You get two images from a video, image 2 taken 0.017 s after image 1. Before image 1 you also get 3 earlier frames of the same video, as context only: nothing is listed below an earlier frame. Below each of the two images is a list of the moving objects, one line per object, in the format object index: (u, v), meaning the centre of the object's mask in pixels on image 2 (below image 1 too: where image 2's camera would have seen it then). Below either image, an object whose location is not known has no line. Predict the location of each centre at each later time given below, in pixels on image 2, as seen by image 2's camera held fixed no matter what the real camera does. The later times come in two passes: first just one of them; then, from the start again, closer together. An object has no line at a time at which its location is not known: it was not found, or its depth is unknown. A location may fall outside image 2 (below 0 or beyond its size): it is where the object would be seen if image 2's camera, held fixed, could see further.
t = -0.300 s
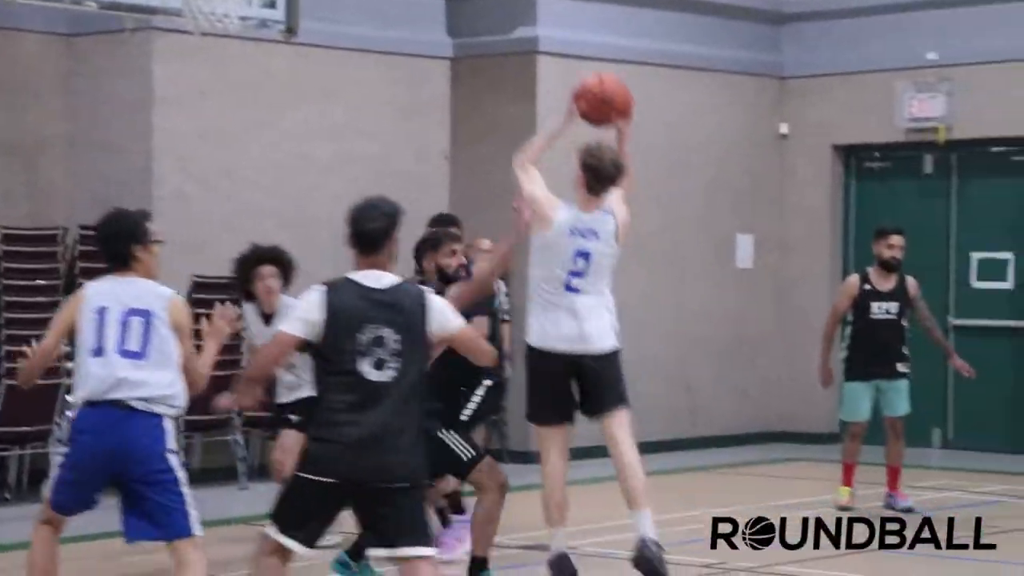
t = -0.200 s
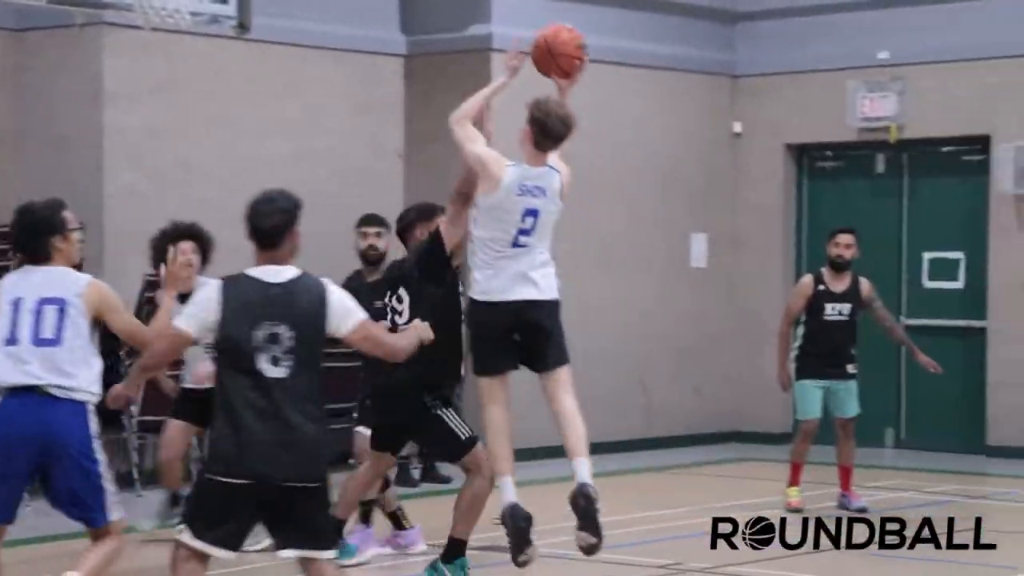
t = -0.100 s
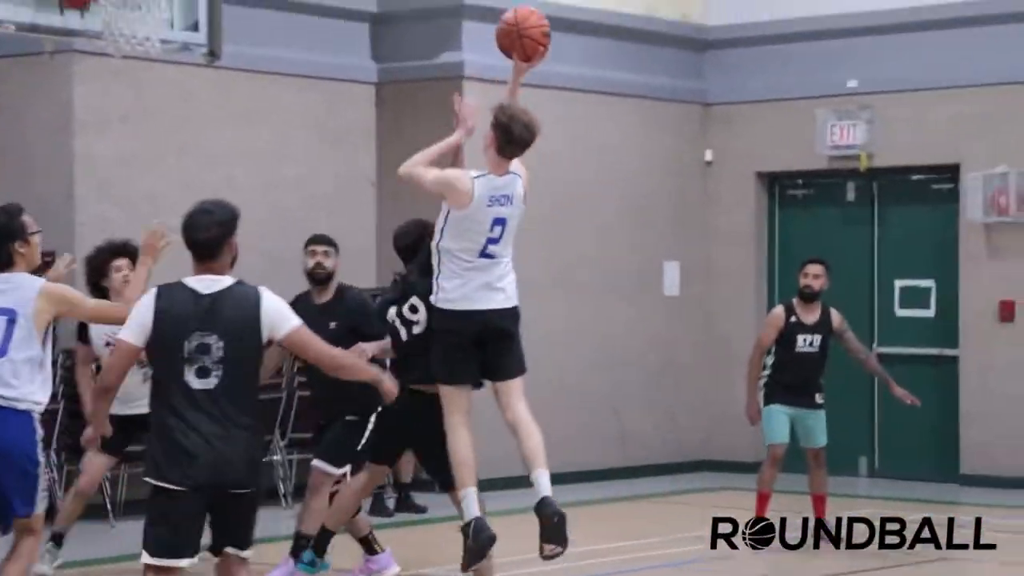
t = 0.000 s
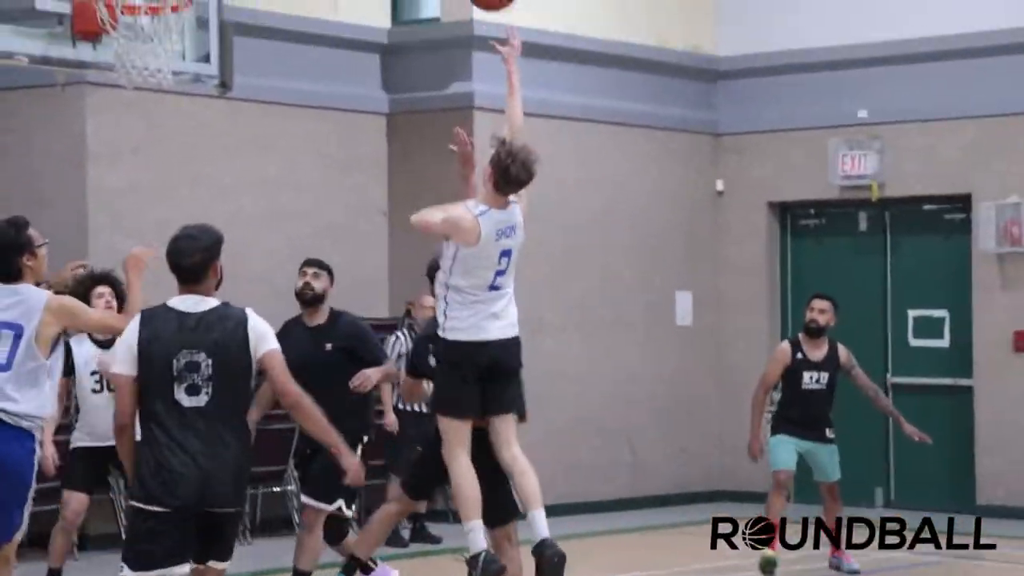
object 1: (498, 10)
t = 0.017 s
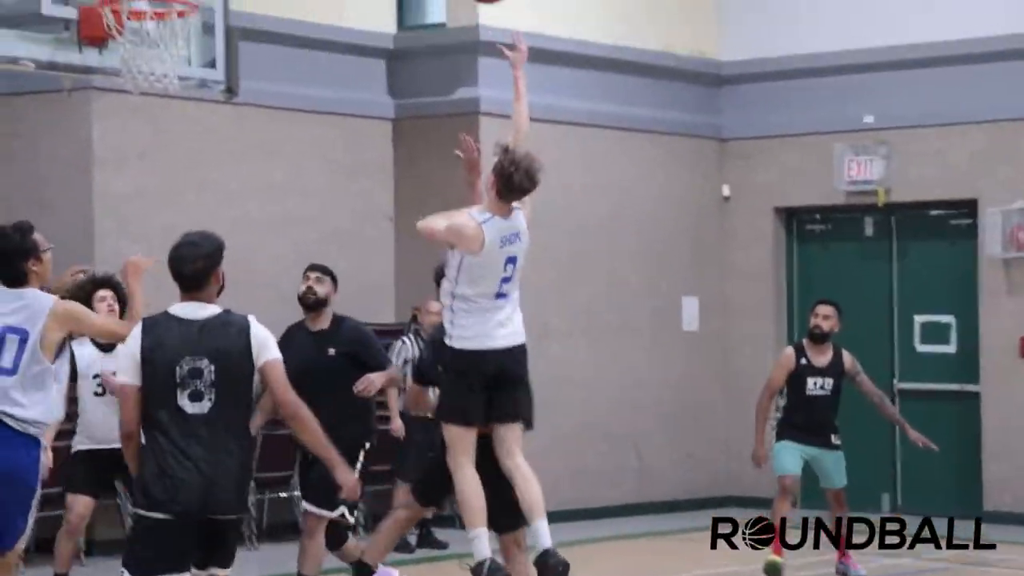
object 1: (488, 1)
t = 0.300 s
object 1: (327, -136)
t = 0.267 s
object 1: (344, -126)
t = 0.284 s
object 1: (335, -132)
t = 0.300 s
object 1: (327, -136)
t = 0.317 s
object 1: (318, -140)
